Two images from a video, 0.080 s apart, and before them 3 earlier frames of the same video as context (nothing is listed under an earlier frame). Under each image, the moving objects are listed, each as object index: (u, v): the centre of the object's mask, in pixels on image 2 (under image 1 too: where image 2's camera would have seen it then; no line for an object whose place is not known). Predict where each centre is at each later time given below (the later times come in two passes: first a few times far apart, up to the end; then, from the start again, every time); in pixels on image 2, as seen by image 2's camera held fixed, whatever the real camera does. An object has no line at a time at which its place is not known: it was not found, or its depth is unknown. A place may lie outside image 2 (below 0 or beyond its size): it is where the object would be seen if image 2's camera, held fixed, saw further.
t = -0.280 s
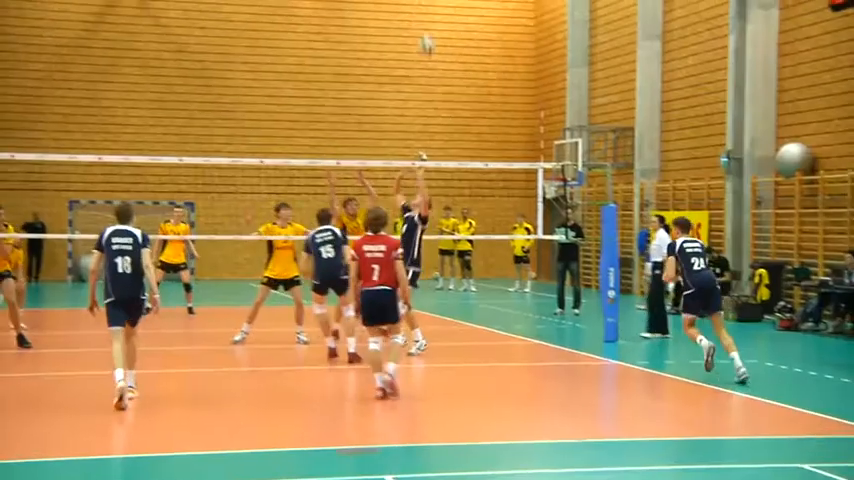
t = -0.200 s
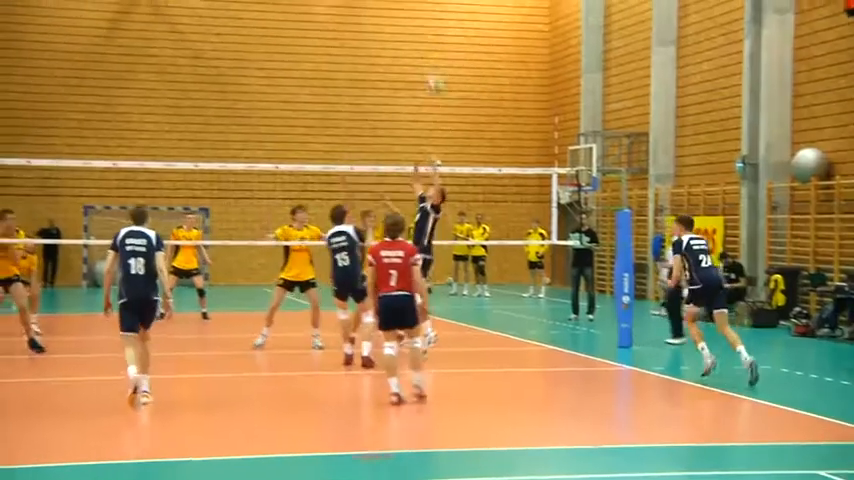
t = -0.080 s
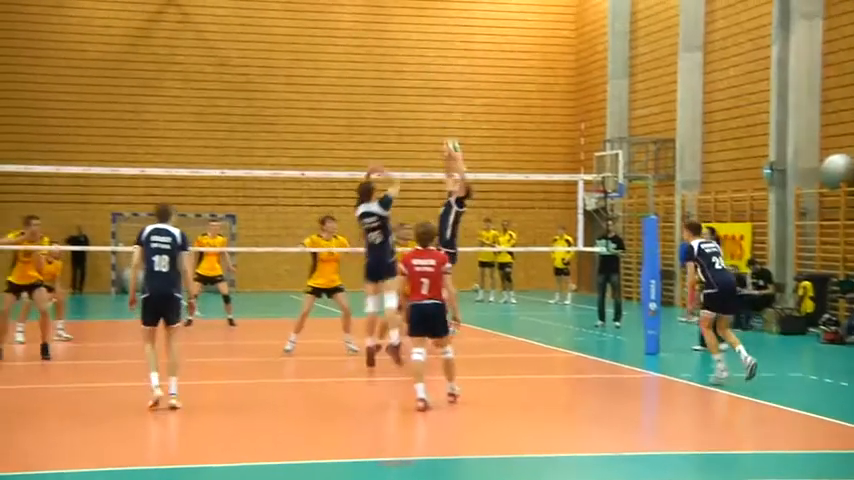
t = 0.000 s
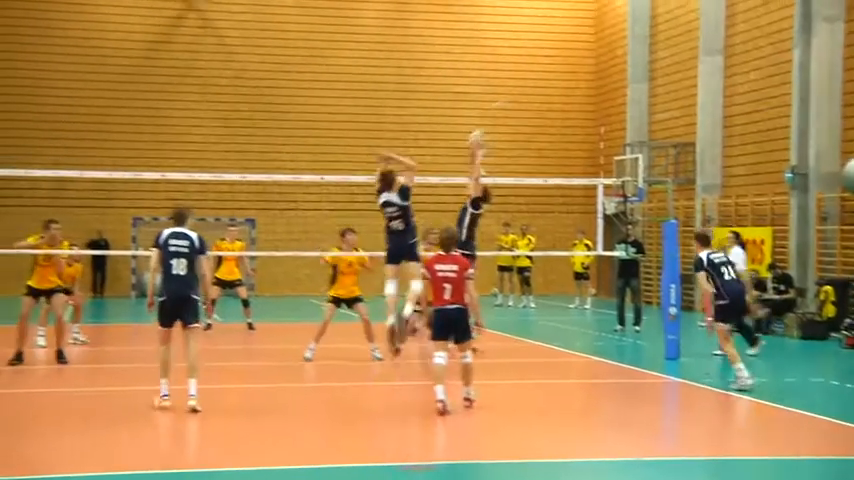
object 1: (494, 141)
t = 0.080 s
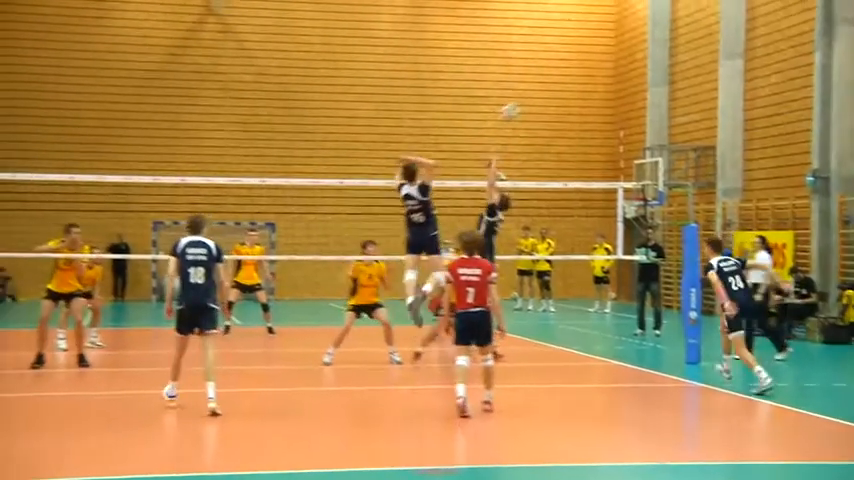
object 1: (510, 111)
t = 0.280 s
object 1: (541, 59)
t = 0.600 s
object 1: (589, 43)
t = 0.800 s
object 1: (615, 73)
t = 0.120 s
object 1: (515, 97)
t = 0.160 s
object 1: (522, 86)
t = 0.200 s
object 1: (529, 75)
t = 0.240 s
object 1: (536, 67)
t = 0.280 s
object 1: (541, 59)
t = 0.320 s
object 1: (547, 53)
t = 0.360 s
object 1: (554, 49)
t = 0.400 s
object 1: (558, 45)
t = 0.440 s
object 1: (565, 42)
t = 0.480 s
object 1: (571, 42)
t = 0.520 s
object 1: (578, 41)
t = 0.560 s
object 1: (583, 42)
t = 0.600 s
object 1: (589, 43)
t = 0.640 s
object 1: (594, 48)
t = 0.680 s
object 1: (600, 52)
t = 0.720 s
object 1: (606, 58)
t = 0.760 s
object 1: (611, 65)
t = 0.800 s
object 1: (615, 73)
